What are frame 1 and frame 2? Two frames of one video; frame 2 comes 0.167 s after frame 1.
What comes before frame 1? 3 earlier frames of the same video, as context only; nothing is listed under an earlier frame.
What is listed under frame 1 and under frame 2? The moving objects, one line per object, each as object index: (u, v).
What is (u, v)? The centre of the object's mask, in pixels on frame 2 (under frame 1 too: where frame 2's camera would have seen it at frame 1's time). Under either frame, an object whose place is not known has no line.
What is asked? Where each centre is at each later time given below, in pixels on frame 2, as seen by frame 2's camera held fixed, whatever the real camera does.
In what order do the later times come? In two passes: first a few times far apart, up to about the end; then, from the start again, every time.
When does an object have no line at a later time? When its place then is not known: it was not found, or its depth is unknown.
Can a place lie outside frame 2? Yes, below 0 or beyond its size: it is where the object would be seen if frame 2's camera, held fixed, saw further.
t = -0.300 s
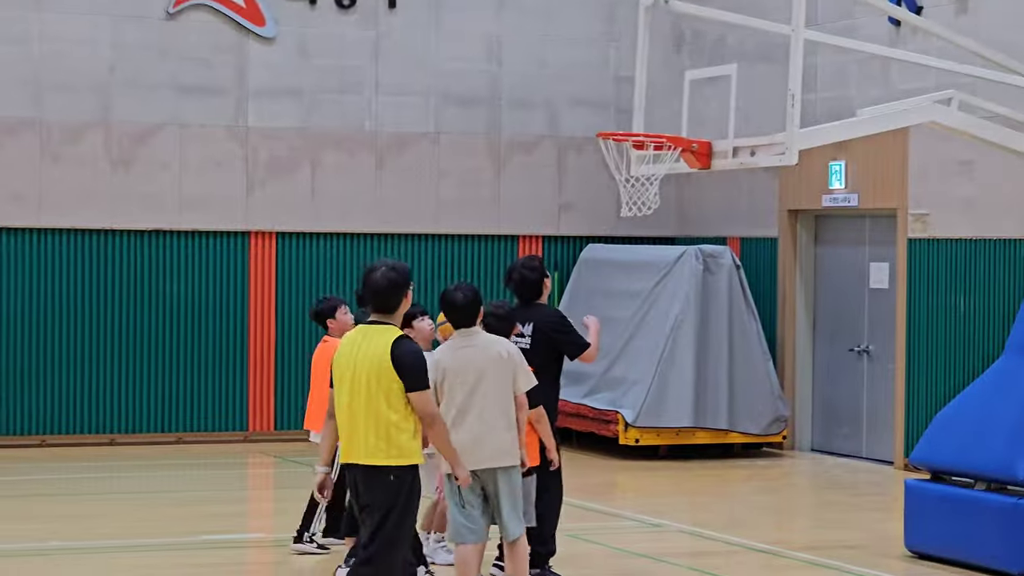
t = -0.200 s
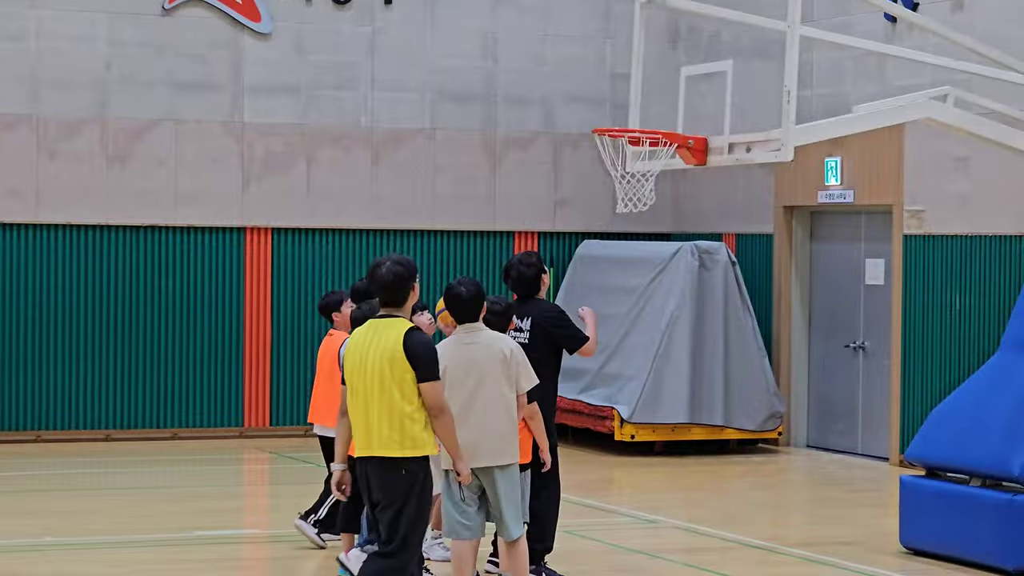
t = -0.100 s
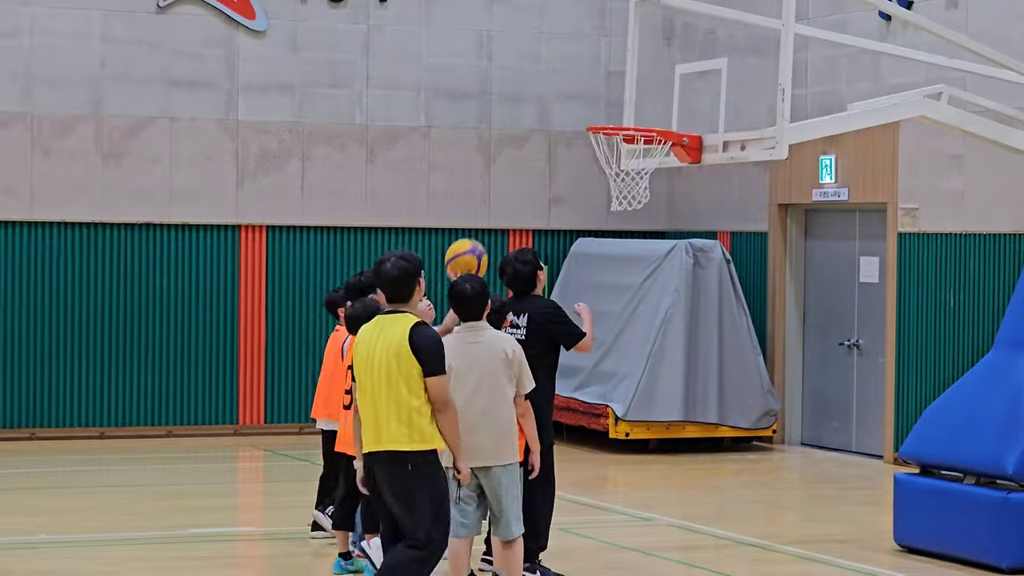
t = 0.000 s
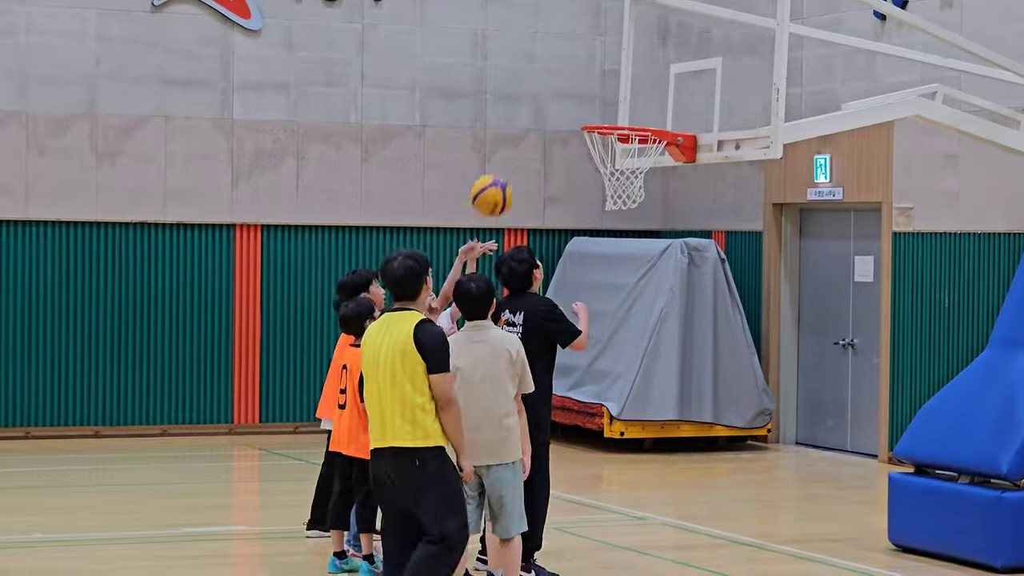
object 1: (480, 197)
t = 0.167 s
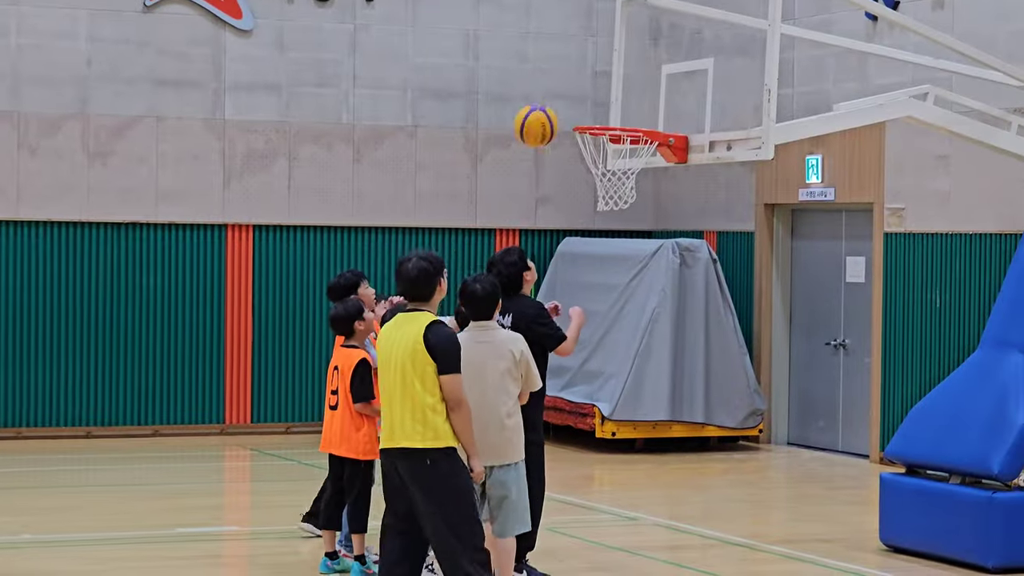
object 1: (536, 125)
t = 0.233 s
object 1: (557, 111)
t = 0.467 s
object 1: (633, 116)
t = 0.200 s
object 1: (547, 117)
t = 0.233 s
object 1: (557, 111)
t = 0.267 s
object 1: (568, 106)
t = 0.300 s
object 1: (579, 104)
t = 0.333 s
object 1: (589, 103)
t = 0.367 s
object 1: (600, 104)
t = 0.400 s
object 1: (611, 107)
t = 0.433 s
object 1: (622, 112)
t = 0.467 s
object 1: (633, 116)
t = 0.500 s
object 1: (631, 125)
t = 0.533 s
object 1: (624, 128)
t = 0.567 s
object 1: (613, 134)
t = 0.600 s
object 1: (603, 146)
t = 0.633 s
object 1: (603, 149)
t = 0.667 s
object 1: (607, 154)
